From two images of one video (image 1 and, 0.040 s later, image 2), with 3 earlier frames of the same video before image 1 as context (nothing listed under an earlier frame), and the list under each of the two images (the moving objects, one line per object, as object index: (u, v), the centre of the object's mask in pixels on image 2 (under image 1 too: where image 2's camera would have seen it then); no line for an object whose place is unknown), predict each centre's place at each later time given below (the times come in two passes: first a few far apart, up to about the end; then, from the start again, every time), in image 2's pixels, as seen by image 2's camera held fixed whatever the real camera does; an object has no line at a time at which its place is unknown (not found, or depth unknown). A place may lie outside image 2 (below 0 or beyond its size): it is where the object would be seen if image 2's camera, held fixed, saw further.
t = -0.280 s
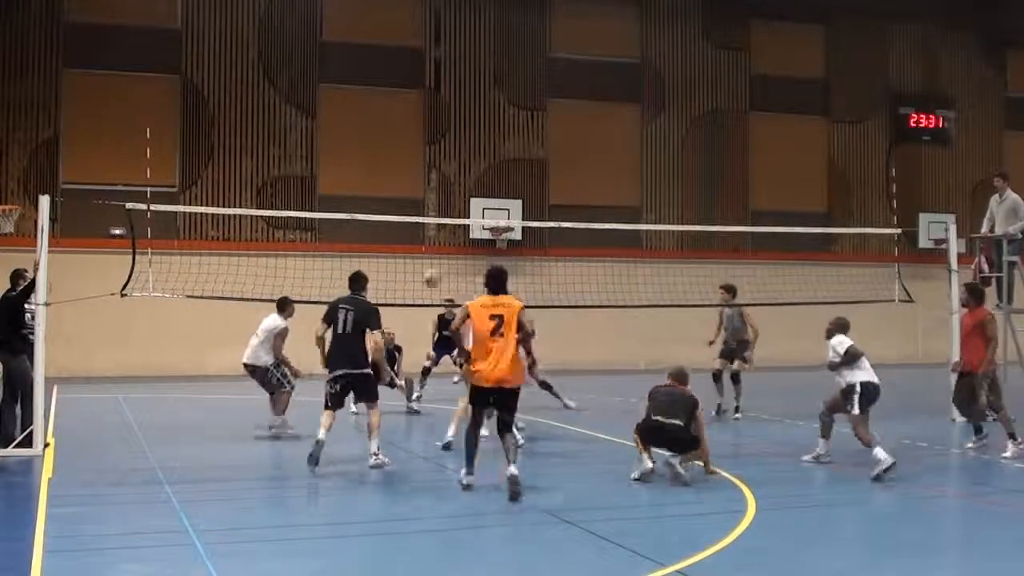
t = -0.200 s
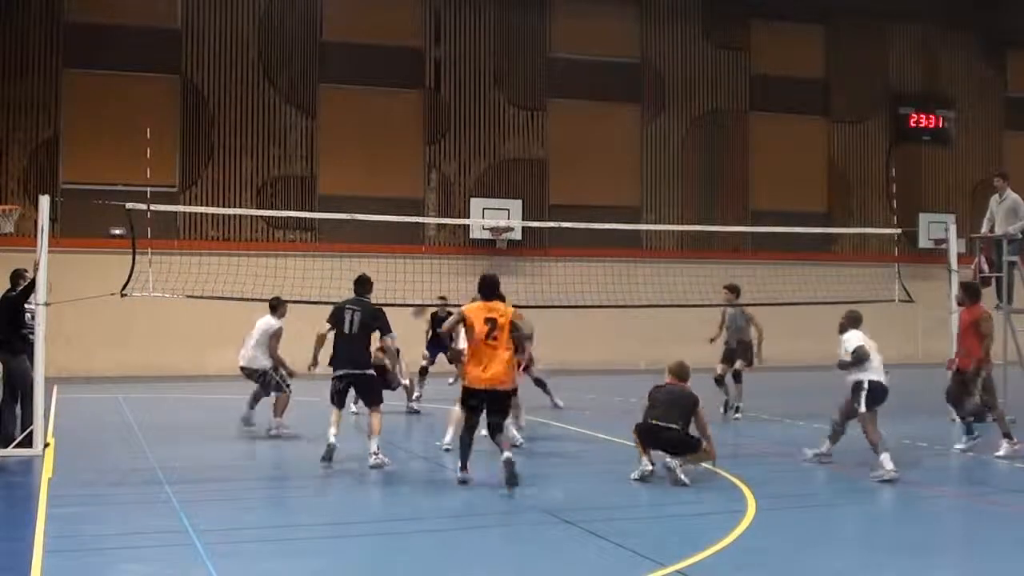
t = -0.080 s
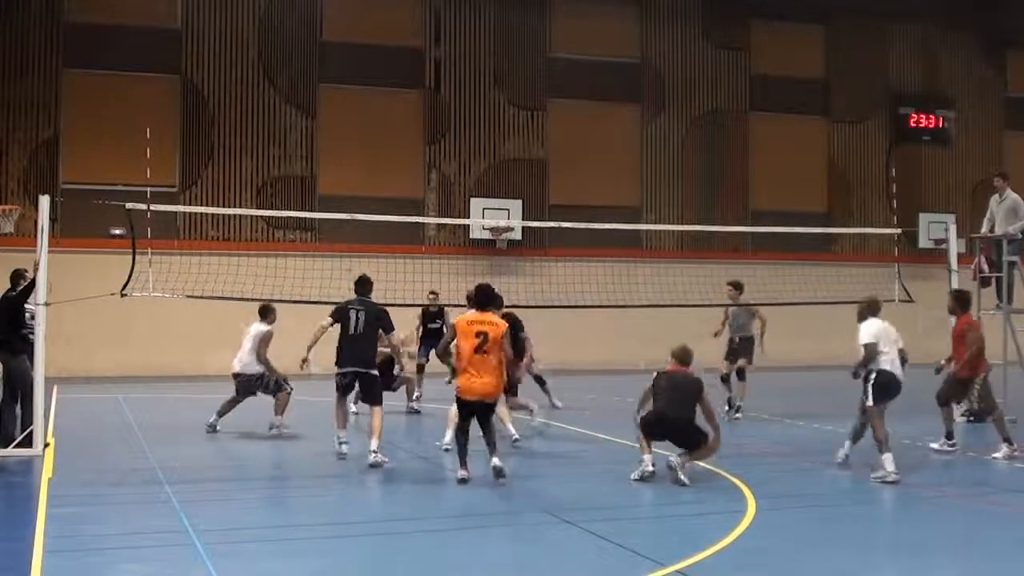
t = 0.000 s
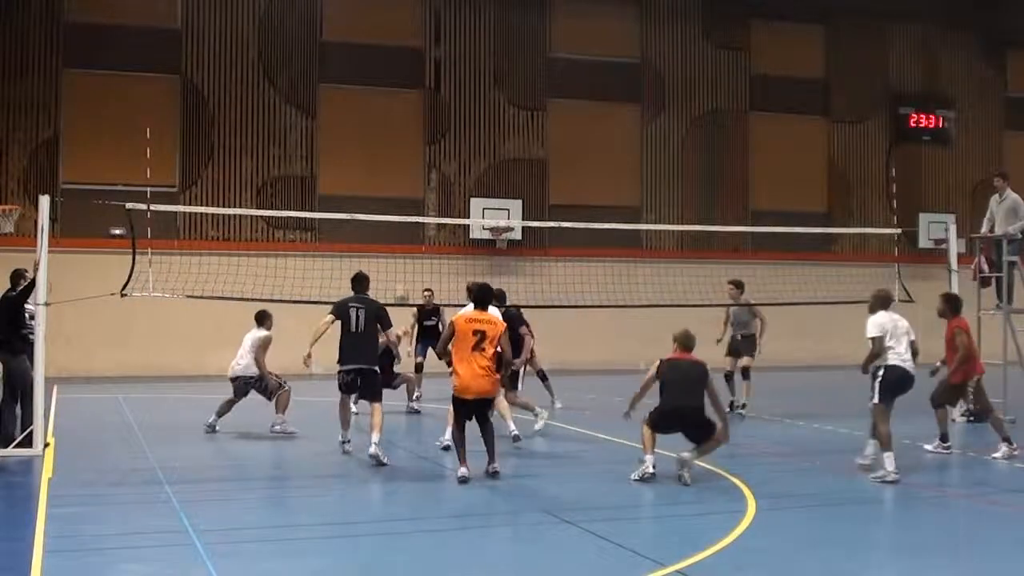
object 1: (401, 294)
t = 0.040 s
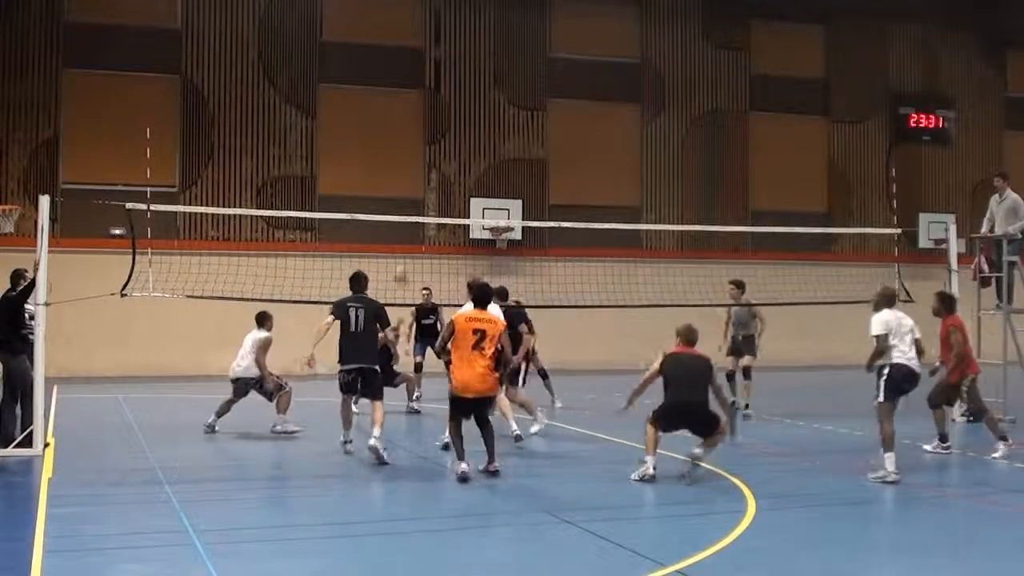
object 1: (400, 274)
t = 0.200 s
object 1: (396, 205)
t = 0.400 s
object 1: (390, 144)
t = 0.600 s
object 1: (383, 114)
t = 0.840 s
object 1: (373, 118)
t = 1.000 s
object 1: (366, 145)
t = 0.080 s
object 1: (398, 255)
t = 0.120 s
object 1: (398, 236)
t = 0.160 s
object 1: (397, 222)
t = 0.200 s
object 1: (396, 205)
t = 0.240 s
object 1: (393, 189)
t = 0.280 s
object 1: (394, 177)
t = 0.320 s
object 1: (392, 167)
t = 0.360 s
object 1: (391, 155)
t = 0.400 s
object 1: (390, 144)
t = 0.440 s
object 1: (388, 135)
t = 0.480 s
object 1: (387, 128)
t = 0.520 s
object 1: (386, 121)
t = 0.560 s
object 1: (384, 117)
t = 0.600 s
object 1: (383, 114)
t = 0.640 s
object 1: (381, 111)
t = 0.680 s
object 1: (380, 110)
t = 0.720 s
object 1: (378, 110)
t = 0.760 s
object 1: (376, 111)
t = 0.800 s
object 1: (375, 115)
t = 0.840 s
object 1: (373, 118)
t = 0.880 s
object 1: (371, 123)
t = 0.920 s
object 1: (369, 129)
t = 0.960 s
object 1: (367, 137)
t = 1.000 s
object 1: (366, 145)
